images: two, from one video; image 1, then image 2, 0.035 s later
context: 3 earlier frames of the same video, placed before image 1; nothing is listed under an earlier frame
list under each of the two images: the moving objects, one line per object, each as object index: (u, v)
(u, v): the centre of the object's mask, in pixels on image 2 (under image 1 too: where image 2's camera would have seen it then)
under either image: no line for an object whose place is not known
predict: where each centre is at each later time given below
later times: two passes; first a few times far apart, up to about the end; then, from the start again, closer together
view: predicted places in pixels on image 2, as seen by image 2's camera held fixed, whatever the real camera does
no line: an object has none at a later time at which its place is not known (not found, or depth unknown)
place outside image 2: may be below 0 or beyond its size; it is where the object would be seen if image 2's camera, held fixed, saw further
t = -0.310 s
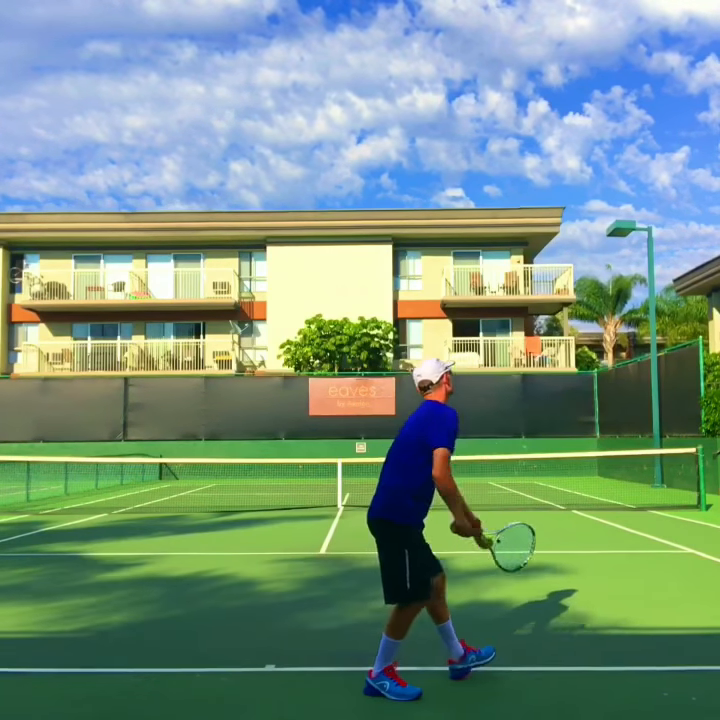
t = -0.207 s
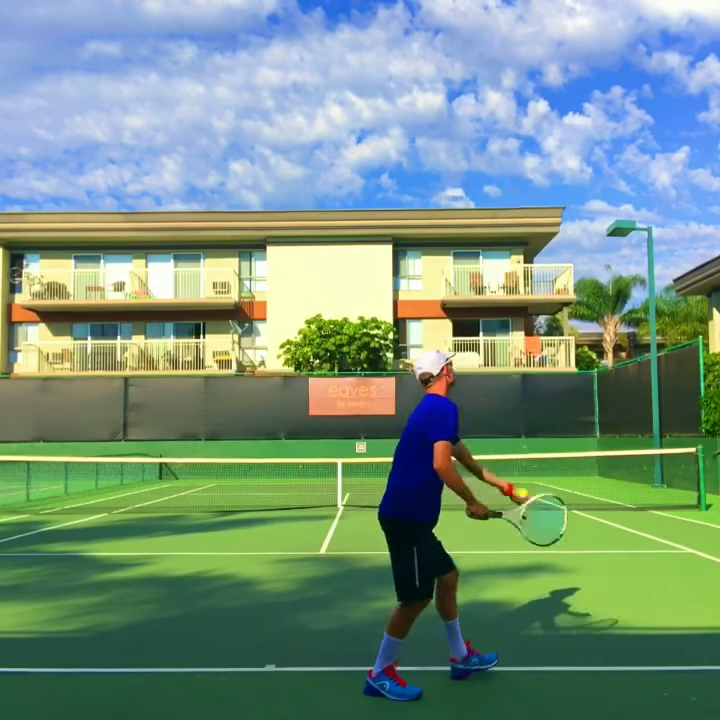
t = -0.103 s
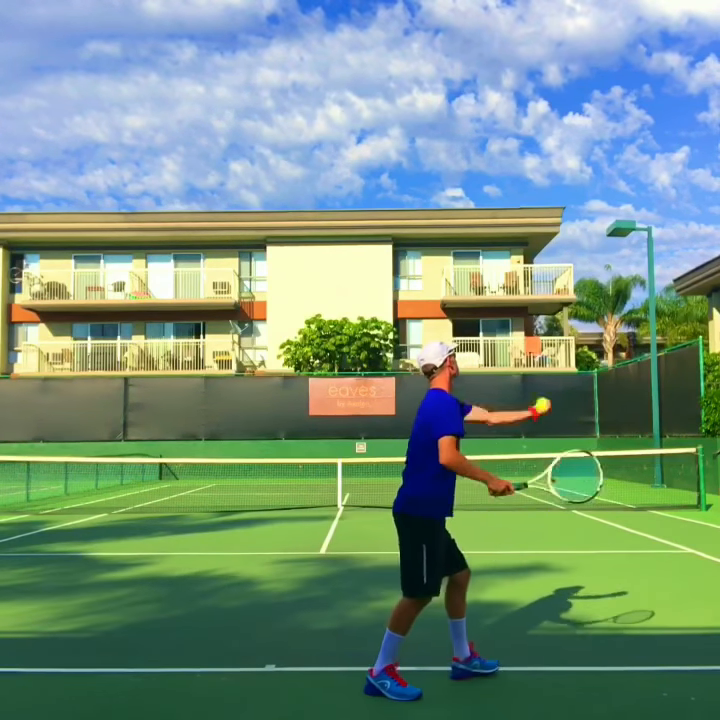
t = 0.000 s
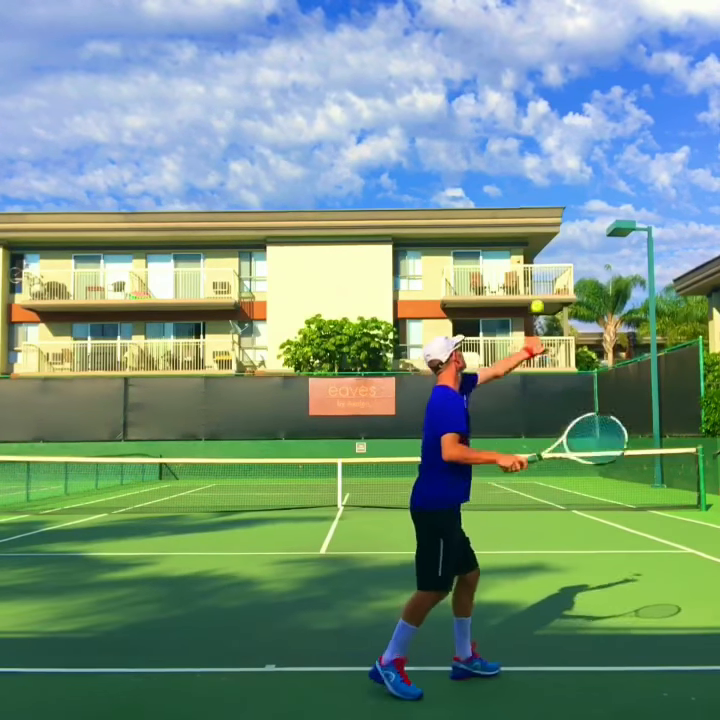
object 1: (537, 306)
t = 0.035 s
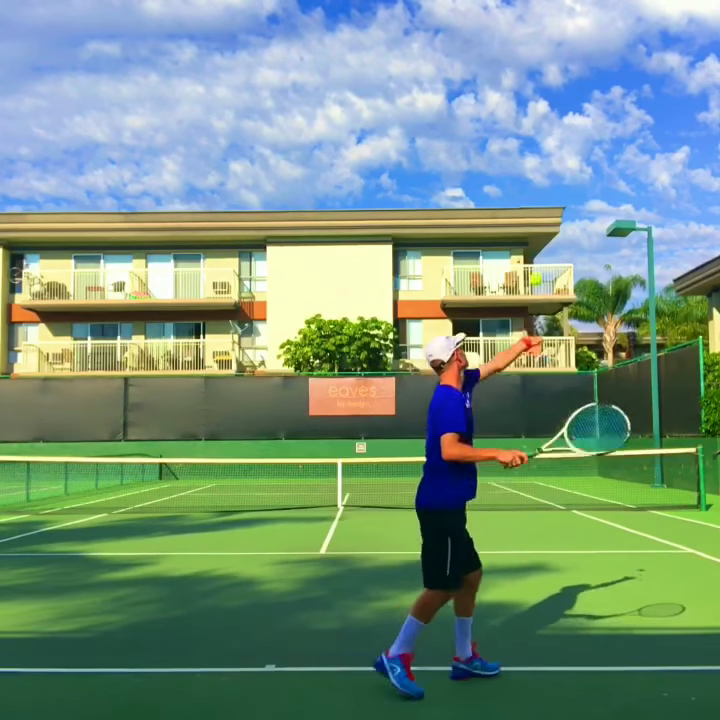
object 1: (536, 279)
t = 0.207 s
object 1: (528, 175)
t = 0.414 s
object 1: (521, 116)
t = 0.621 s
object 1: (515, 138)
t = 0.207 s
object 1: (528, 175)
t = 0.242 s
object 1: (528, 161)
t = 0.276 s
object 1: (526, 148)
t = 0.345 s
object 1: (524, 129)
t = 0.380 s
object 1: (523, 123)
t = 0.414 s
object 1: (521, 116)
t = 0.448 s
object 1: (520, 115)
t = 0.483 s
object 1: (519, 116)
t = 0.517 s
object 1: (518, 119)
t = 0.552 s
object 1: (517, 124)
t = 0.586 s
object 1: (516, 130)
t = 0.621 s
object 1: (515, 138)
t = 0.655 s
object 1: (515, 148)
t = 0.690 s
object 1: (514, 159)
